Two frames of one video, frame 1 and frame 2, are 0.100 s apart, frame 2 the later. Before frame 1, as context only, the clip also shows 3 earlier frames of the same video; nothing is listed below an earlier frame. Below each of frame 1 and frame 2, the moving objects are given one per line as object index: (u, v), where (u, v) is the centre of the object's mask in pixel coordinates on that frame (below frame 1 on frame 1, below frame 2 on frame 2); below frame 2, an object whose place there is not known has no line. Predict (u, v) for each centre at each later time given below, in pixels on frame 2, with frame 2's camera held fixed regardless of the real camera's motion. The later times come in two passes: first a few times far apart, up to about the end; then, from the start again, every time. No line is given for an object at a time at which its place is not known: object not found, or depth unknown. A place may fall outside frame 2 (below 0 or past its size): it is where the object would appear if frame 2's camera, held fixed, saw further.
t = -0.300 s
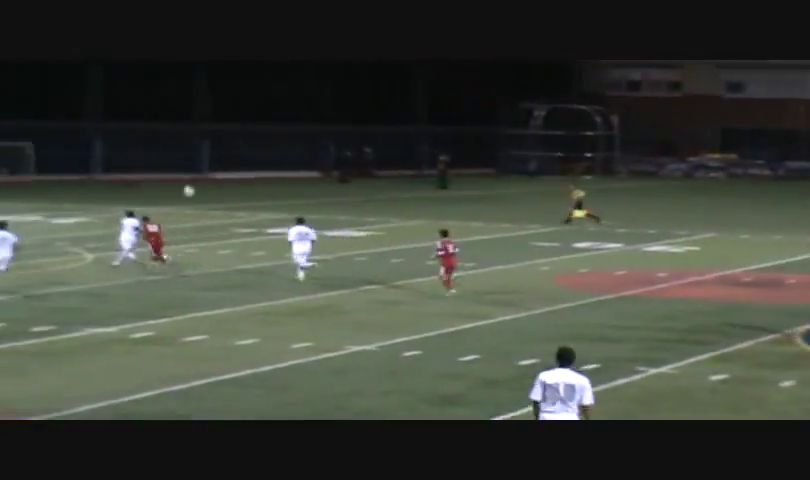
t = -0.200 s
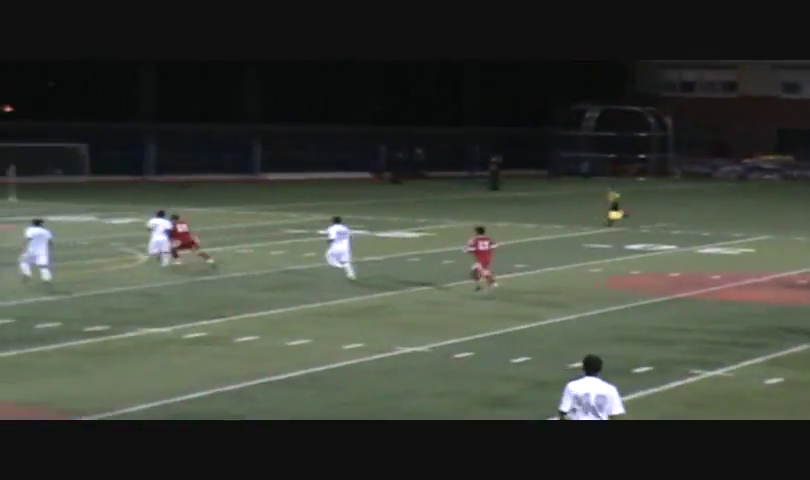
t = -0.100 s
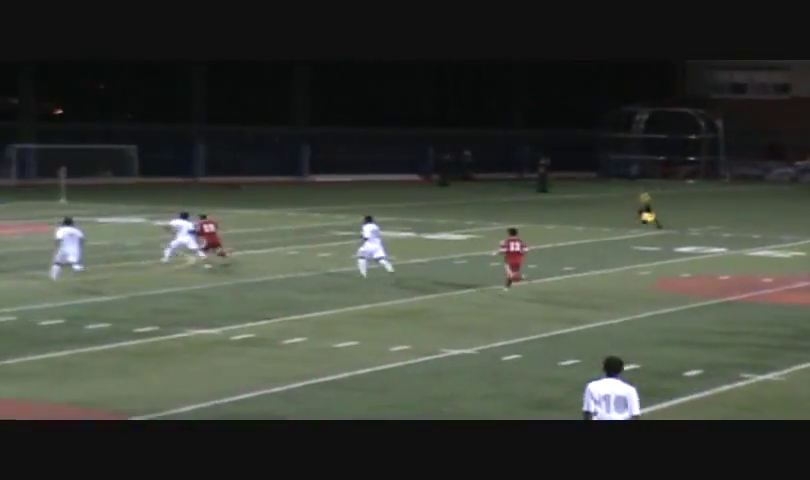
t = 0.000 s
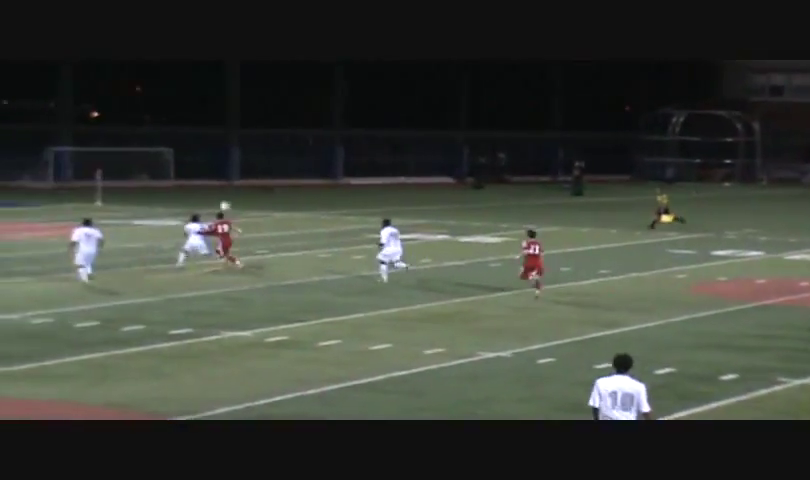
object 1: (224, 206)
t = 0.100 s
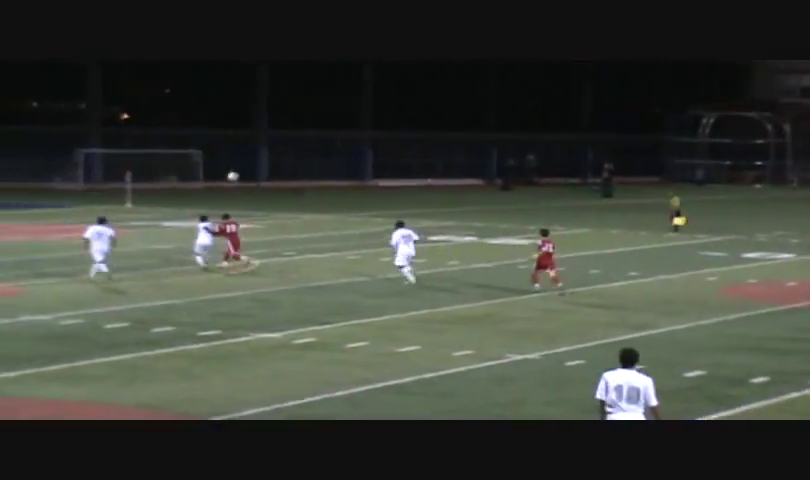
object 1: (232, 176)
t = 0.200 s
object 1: (211, 149)
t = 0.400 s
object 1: (169, 107)
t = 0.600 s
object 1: (127, 83)
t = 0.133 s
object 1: (225, 167)
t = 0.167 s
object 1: (218, 157)
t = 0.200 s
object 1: (211, 149)
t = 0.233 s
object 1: (204, 141)
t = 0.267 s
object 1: (196, 133)
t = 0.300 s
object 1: (190, 126)
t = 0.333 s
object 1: (183, 120)
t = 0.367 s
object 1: (176, 113)
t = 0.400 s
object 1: (169, 107)
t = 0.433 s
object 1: (162, 102)
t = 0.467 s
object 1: (155, 98)
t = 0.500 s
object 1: (149, 93)
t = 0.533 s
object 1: (142, 89)
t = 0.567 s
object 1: (134, 86)
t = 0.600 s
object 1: (127, 83)
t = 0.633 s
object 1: (121, 76)
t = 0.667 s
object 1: (117, 71)
